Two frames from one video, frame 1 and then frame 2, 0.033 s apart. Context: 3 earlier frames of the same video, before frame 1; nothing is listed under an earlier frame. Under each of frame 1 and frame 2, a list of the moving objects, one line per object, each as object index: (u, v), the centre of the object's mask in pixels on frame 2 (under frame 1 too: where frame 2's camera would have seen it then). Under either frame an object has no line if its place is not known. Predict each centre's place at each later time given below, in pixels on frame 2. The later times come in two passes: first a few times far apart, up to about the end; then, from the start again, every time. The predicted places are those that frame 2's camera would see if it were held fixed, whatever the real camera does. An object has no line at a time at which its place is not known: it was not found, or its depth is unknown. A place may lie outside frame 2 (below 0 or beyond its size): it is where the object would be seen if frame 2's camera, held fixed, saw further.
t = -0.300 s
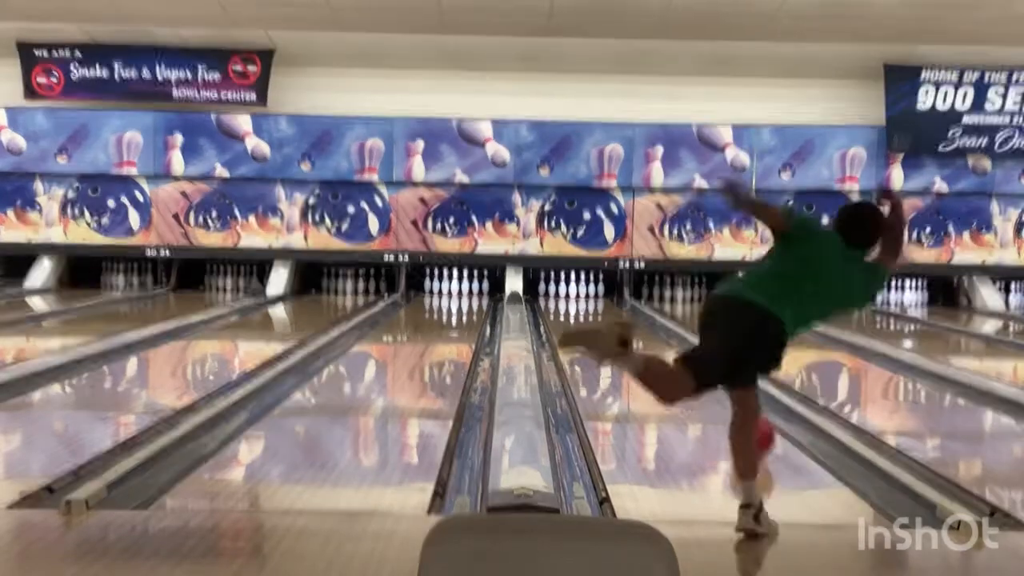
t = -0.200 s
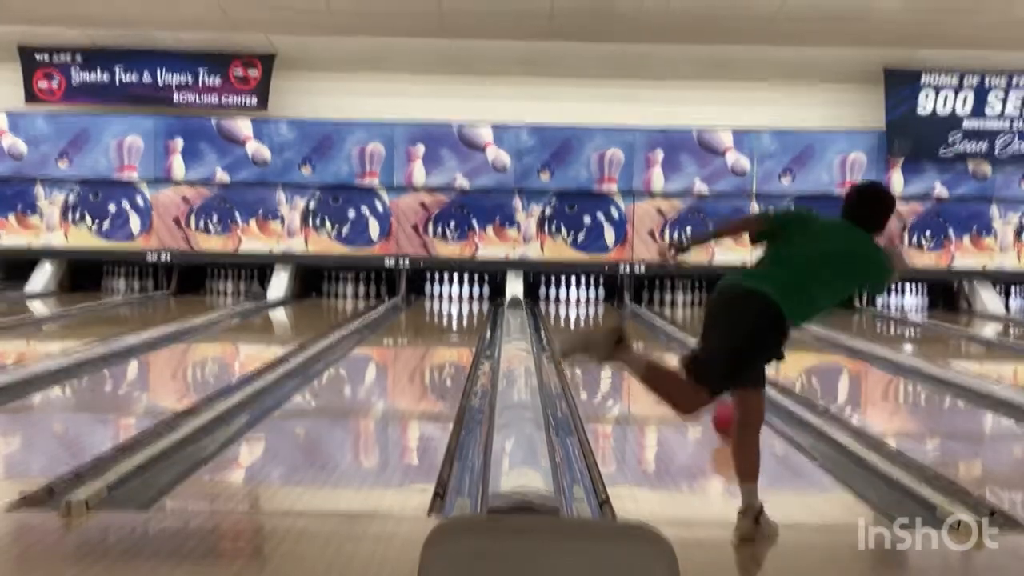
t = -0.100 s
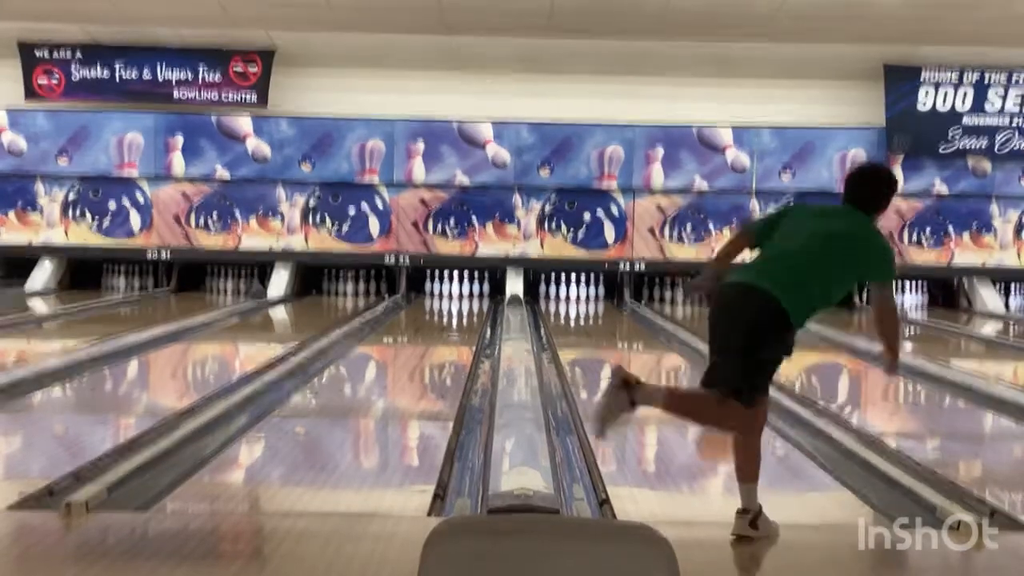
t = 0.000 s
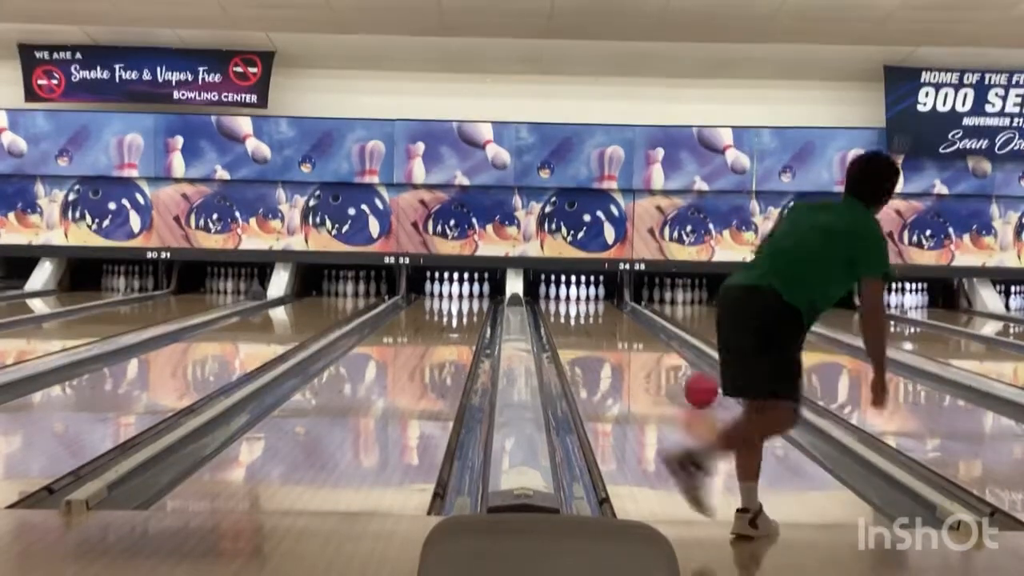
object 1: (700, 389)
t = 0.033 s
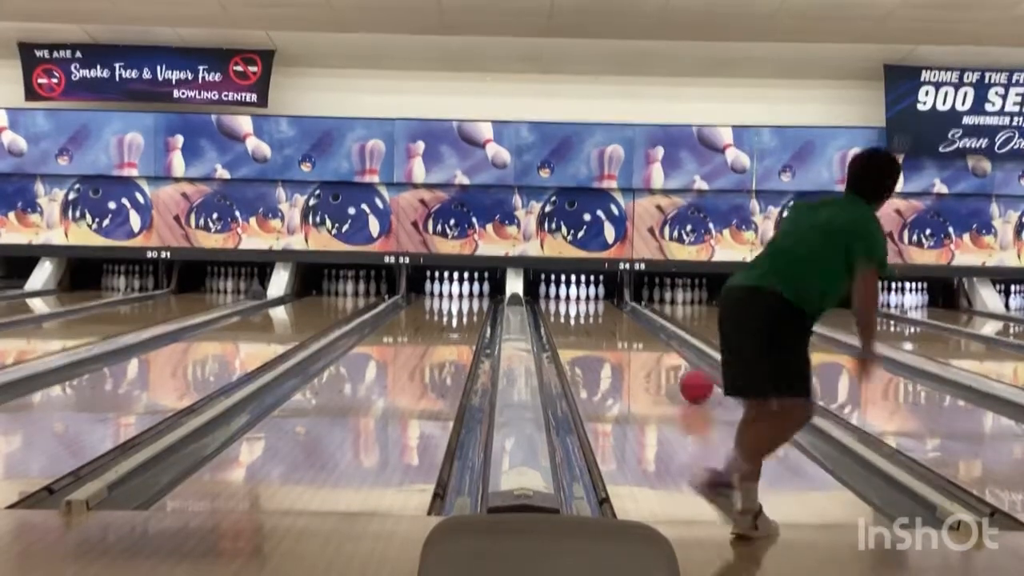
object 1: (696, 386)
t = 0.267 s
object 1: (670, 363)
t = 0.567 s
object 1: (645, 341)
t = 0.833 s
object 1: (629, 326)
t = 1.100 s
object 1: (614, 315)
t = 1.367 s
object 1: (603, 307)
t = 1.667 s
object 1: (591, 299)
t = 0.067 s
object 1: (692, 382)
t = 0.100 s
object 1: (688, 378)
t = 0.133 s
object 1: (684, 375)
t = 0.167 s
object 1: (680, 372)
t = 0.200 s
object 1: (677, 369)
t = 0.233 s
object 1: (673, 366)
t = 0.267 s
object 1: (670, 363)
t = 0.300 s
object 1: (667, 359)
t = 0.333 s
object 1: (664, 357)
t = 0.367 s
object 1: (661, 354)
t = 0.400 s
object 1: (658, 352)
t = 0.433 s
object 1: (655, 348)
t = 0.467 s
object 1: (653, 346)
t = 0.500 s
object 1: (650, 344)
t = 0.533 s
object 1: (648, 342)
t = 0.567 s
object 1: (645, 341)
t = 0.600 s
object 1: (644, 339)
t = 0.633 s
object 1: (641, 336)
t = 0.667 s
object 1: (639, 334)
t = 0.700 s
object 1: (637, 332)
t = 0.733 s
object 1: (635, 330)
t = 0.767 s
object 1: (633, 329)
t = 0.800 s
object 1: (631, 328)
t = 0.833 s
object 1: (629, 326)
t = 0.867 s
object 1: (627, 325)
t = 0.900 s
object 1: (625, 323)
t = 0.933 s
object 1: (624, 322)
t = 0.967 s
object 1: (623, 321)
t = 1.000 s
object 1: (621, 321)
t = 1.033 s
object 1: (619, 319)
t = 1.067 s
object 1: (617, 317)
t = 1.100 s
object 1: (614, 315)
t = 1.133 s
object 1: (613, 315)
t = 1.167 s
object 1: (612, 313)
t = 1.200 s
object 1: (611, 313)
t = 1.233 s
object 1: (609, 311)
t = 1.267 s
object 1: (608, 310)
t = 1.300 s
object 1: (606, 309)
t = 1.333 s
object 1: (605, 308)
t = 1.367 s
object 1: (603, 307)
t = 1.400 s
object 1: (603, 307)
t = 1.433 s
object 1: (602, 306)
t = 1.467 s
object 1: (599, 304)
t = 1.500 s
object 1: (597, 304)
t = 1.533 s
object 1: (596, 303)
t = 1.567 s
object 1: (595, 301)
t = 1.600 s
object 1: (594, 301)
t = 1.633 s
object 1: (592, 300)
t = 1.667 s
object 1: (591, 299)
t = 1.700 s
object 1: (589, 298)
